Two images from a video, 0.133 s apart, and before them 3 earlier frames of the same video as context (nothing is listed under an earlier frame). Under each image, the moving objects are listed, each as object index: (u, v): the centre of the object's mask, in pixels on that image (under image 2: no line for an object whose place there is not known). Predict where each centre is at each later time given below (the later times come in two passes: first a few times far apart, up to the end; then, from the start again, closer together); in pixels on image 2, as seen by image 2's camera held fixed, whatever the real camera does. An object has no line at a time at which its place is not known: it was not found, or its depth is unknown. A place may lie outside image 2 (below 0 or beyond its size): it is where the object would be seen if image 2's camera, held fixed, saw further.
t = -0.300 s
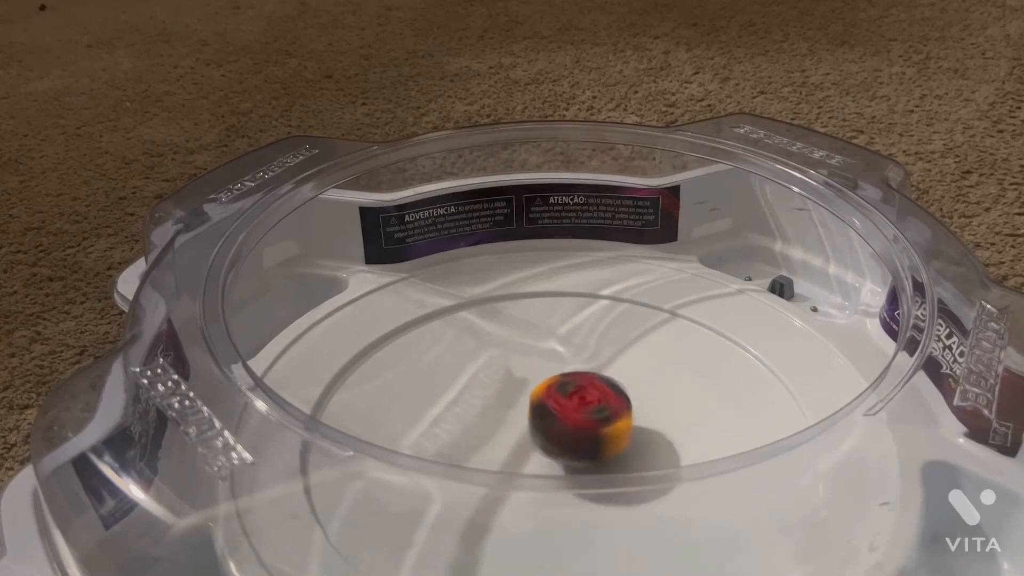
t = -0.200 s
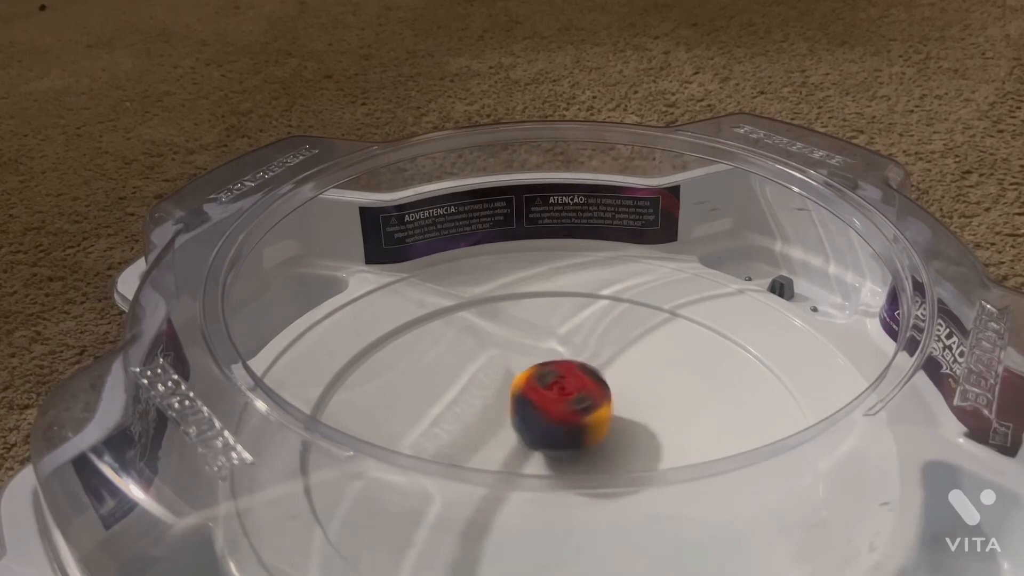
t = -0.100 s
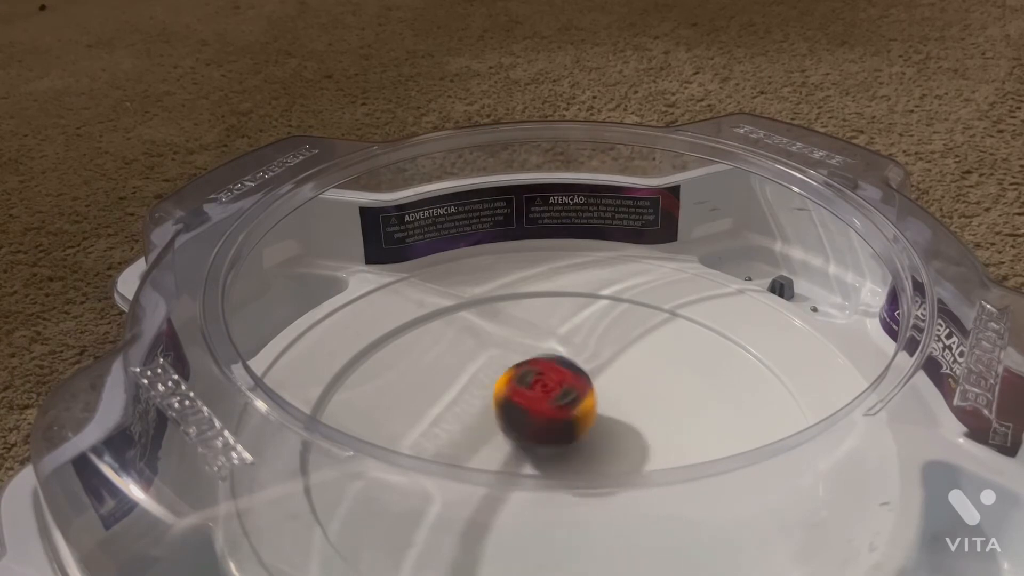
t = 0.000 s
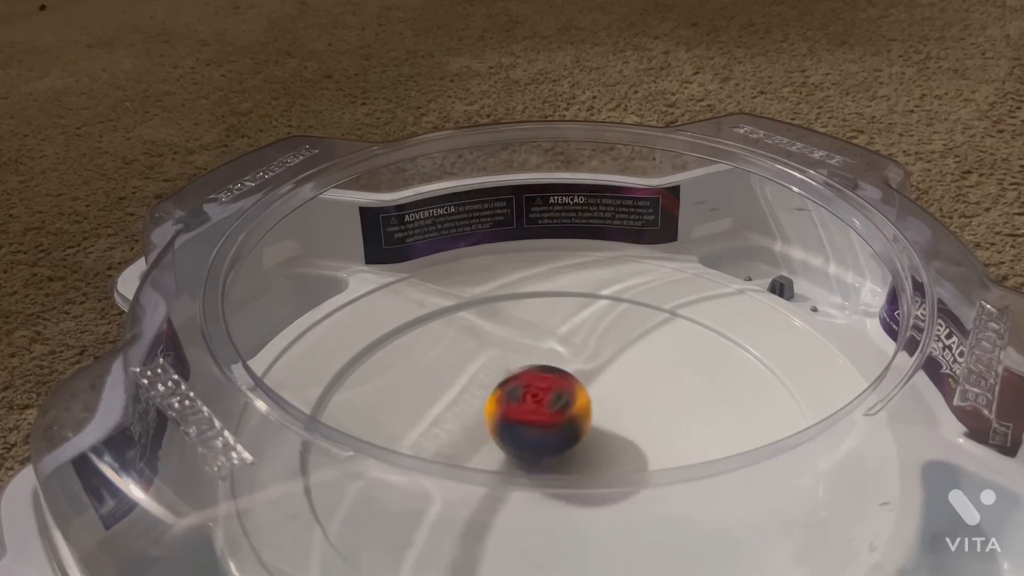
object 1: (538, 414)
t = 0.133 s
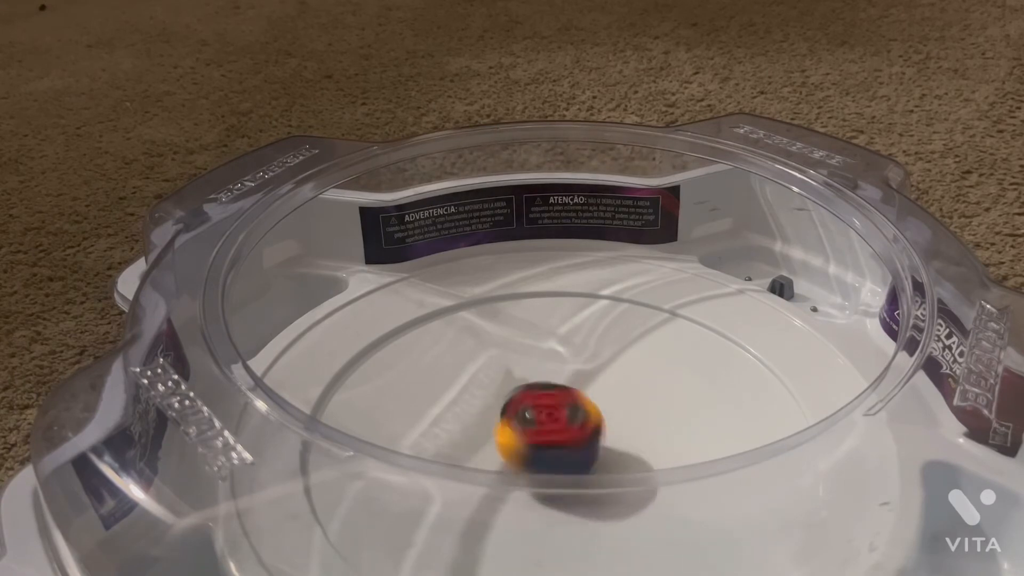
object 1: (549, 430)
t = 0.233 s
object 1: (558, 438)
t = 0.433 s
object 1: (572, 435)
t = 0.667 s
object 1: (563, 410)
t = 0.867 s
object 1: (548, 418)
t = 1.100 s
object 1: (581, 429)
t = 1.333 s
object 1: (563, 418)
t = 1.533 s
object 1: (553, 416)
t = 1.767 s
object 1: (549, 429)
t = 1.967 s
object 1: (553, 432)
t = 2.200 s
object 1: (564, 433)
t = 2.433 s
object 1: (572, 426)
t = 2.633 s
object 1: (565, 422)
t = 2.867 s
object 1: (558, 425)
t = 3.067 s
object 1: (546, 422)
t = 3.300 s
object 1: (549, 422)
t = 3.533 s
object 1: (551, 431)
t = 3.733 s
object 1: (543, 434)
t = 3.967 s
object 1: (563, 432)
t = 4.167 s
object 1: (558, 430)
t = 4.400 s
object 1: (564, 424)
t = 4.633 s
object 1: (566, 431)
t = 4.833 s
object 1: (564, 432)
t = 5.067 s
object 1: (564, 430)
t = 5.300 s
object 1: (564, 429)
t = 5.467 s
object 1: (564, 429)
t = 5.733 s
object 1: (564, 429)
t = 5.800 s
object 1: (564, 429)
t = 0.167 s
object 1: (551, 434)
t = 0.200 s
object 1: (554, 436)
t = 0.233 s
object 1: (558, 438)
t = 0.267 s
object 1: (563, 440)
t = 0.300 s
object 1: (565, 440)
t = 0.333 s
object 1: (568, 439)
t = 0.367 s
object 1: (569, 439)
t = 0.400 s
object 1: (570, 436)
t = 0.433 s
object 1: (572, 435)
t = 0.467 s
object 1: (571, 431)
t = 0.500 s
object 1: (570, 429)
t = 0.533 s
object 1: (571, 426)
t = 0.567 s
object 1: (570, 422)
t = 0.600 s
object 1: (568, 414)
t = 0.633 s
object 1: (565, 412)
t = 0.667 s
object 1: (563, 410)
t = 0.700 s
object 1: (561, 408)
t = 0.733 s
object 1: (558, 407)
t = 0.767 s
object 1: (554, 408)
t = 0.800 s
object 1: (548, 411)
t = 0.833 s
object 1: (548, 414)
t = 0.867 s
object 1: (548, 418)
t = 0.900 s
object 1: (548, 423)
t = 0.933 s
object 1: (554, 429)
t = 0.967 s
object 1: (564, 431)
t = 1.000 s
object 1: (572, 432)
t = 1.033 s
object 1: (577, 431)
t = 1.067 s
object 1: (582, 430)
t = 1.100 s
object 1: (581, 429)
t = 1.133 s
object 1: (583, 427)
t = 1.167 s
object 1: (582, 426)
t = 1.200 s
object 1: (580, 424)
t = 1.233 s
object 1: (579, 423)
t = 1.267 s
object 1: (571, 421)
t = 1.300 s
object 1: (569, 420)
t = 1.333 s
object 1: (563, 418)
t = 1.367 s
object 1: (559, 416)
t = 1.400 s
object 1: (555, 417)
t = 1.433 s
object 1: (551, 417)
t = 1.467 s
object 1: (553, 417)
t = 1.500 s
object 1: (550, 419)
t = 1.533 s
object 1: (553, 416)
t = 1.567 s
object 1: (553, 418)
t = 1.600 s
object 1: (550, 418)
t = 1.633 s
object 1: (554, 420)
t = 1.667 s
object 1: (550, 423)
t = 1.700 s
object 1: (552, 423)
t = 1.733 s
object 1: (550, 426)
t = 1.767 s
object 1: (549, 429)
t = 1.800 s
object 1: (551, 430)
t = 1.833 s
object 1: (548, 432)
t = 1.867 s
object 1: (551, 432)
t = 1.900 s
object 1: (549, 431)
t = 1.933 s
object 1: (550, 433)
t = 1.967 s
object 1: (553, 432)
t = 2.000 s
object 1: (551, 434)
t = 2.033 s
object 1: (556, 434)
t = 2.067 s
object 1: (556, 432)
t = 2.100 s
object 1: (556, 434)
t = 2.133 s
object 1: (561, 433)
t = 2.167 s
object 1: (560, 433)
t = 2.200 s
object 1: (564, 433)
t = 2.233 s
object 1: (566, 431)
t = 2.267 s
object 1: (569, 432)
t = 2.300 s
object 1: (571, 431)
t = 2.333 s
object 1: (572, 430)
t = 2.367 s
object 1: (573, 428)
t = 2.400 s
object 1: (573, 426)
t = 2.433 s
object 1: (572, 426)
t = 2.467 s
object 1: (571, 425)
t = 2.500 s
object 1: (569, 424)
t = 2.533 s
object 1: (566, 423)
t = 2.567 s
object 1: (565, 421)
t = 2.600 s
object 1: (565, 421)
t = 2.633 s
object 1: (565, 422)
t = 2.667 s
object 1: (564, 422)
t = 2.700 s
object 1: (561, 422)
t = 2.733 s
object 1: (559, 417)
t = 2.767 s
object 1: (561, 420)
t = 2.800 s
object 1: (563, 423)
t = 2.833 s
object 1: (561, 423)
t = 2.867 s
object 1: (558, 425)
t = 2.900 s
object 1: (554, 425)
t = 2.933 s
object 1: (551, 425)
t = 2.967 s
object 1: (548, 426)
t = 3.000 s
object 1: (547, 422)
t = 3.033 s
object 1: (546, 423)
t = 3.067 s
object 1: (546, 422)
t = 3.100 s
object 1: (547, 422)
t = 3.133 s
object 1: (547, 422)
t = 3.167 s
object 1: (549, 420)
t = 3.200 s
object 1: (550, 422)
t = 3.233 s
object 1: (549, 419)
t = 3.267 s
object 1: (550, 419)
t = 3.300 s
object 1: (549, 422)
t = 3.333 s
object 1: (548, 423)
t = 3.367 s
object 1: (547, 422)
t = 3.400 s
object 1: (547, 425)
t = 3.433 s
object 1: (549, 427)
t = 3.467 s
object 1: (550, 428)
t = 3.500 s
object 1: (551, 431)
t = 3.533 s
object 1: (551, 431)
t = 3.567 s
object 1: (549, 432)
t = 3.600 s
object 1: (548, 434)
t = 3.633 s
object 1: (546, 436)
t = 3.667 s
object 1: (544, 436)
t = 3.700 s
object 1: (544, 438)
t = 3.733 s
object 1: (543, 434)
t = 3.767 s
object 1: (544, 431)
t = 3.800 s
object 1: (549, 432)
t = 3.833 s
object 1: (553, 431)
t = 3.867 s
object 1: (556, 429)
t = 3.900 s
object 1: (560, 429)
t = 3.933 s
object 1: (563, 431)
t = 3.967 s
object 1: (563, 432)
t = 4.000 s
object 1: (562, 432)
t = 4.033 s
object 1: (561, 432)
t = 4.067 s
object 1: (560, 433)
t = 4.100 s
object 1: (559, 434)
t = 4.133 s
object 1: (557, 432)
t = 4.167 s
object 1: (558, 430)
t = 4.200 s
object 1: (561, 429)
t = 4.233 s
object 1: (564, 427)
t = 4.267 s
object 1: (566, 427)
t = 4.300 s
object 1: (565, 426)
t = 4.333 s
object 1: (565, 425)
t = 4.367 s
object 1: (565, 424)
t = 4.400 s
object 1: (564, 424)
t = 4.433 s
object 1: (565, 425)
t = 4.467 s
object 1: (565, 425)
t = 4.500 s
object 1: (566, 426)
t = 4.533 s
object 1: (566, 427)
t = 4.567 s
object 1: (566, 429)
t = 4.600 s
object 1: (566, 430)
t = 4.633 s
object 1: (566, 431)
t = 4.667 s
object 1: (566, 430)
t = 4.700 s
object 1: (565, 431)
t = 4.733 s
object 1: (566, 433)
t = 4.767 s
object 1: (565, 433)
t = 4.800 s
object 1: (564, 432)
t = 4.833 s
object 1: (564, 432)
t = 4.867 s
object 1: (564, 431)
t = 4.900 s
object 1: (564, 431)
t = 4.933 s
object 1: (564, 431)
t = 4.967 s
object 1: (564, 431)
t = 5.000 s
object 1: (564, 431)
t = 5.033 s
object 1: (564, 430)
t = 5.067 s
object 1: (564, 430)
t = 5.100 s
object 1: (564, 430)
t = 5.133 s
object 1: (564, 430)
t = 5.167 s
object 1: (564, 430)
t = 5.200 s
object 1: (564, 430)
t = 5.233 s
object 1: (564, 429)
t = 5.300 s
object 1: (564, 429)
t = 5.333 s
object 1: (564, 429)
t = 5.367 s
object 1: (564, 429)
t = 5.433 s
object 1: (564, 429)
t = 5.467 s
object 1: (564, 429)
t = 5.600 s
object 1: (564, 429)
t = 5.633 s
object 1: (564, 429)
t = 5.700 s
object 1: (564, 429)
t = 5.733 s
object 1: (564, 429)
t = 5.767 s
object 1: (564, 429)
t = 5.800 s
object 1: (564, 429)
